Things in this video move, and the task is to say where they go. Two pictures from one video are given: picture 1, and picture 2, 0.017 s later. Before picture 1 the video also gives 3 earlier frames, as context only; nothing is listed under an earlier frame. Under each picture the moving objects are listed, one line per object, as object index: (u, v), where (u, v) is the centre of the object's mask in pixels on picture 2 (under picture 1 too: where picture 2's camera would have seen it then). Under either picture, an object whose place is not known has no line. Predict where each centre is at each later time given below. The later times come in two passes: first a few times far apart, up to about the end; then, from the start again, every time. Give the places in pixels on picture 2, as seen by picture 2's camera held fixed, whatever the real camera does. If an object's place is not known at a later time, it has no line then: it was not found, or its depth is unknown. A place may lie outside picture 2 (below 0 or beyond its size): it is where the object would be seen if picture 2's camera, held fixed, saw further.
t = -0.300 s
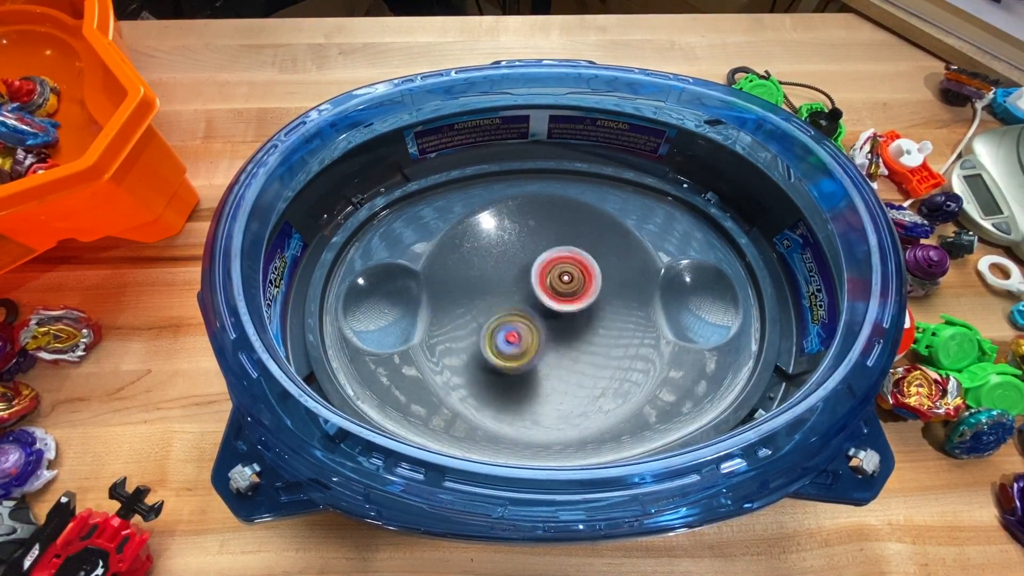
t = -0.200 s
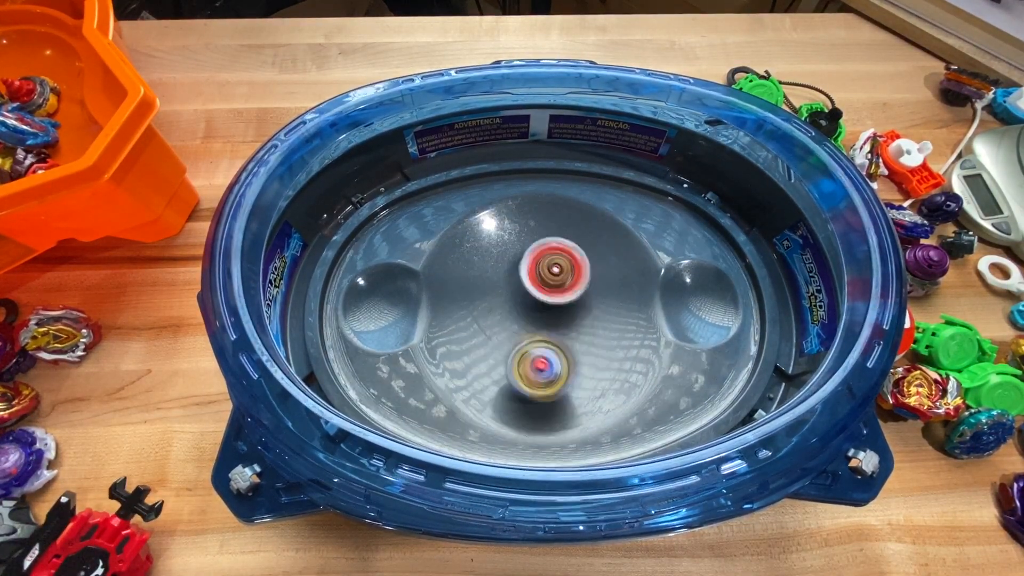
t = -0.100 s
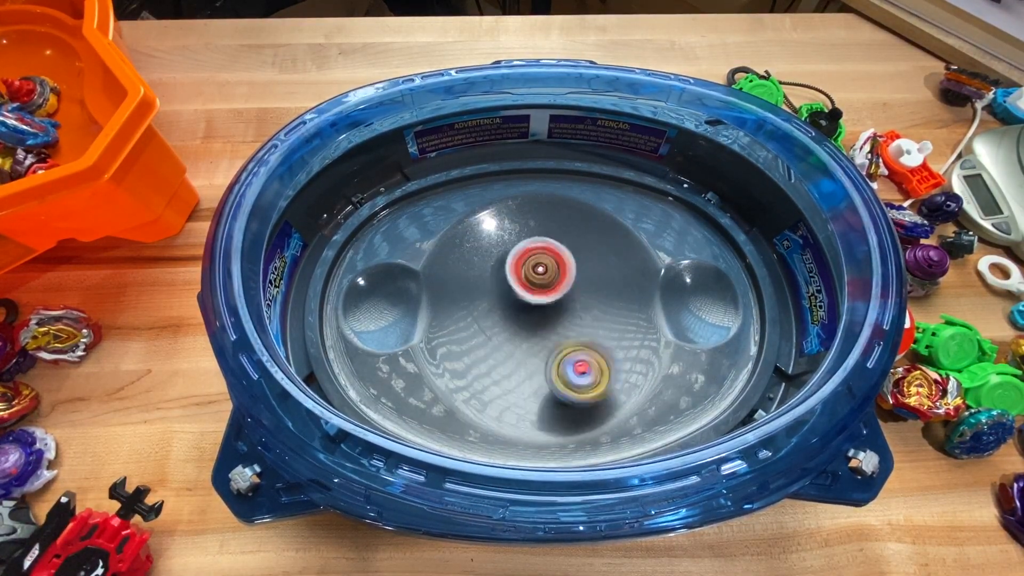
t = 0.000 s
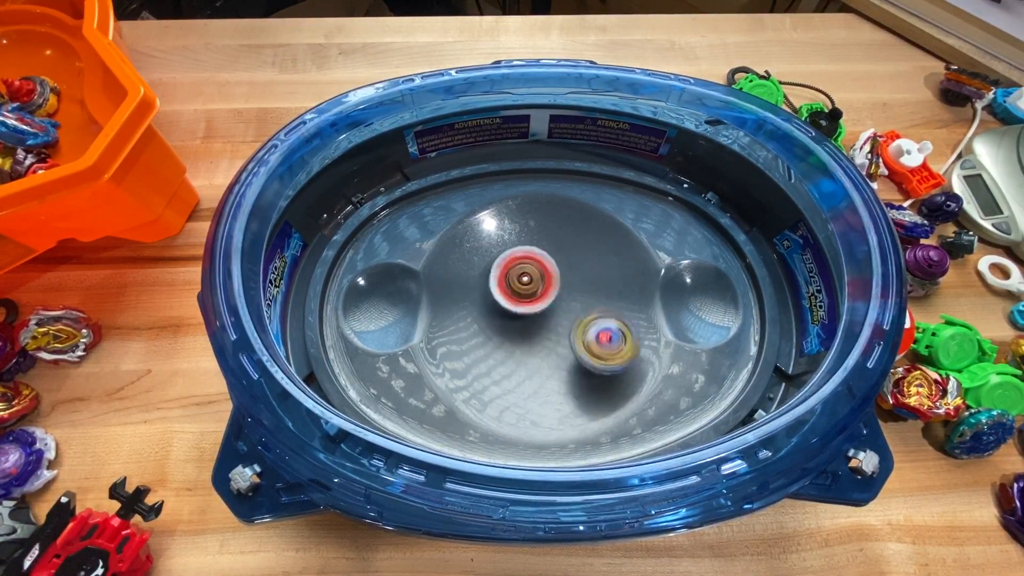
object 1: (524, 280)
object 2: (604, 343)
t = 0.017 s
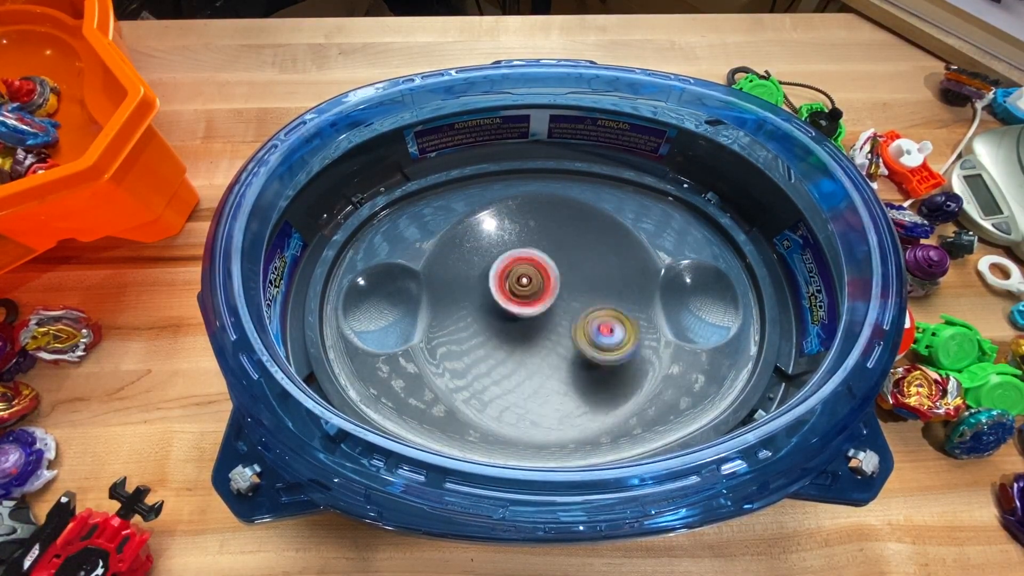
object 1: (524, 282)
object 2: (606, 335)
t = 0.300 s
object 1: (509, 322)
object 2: (553, 246)
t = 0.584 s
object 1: (571, 341)
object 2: (483, 288)
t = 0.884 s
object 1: (688, 313)
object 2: (497, 298)
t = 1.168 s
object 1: (692, 284)
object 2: (510, 262)
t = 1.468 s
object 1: (703, 283)
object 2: (577, 273)
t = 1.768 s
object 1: (720, 302)
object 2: (574, 302)
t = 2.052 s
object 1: (689, 305)
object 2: (564, 347)
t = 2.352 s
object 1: (694, 274)
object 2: (525, 301)
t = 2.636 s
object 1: (718, 306)
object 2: (509, 298)
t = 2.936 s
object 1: (680, 295)
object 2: (569, 276)
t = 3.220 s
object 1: (632, 281)
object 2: (553, 289)
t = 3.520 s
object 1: (536, 365)
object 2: (505, 305)
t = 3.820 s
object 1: (537, 327)
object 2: (537, 262)
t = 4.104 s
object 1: (523, 307)
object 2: (580, 300)
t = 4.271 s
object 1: (512, 288)
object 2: (568, 340)
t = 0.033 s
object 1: (523, 286)
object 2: (605, 327)
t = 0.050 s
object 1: (521, 287)
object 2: (603, 320)
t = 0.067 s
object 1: (521, 291)
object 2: (600, 314)
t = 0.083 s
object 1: (520, 294)
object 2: (597, 308)
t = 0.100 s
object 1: (521, 297)
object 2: (595, 300)
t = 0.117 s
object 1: (518, 299)
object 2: (594, 296)
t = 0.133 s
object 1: (515, 301)
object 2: (590, 289)
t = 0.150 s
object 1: (511, 304)
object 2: (591, 283)
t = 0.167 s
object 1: (508, 306)
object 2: (589, 279)
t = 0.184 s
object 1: (508, 309)
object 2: (586, 273)
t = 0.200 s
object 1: (505, 311)
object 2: (583, 268)
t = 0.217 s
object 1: (505, 312)
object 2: (579, 263)
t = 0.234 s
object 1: (505, 315)
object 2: (575, 259)
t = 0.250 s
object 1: (505, 317)
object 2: (569, 255)
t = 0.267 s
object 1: (507, 319)
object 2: (564, 251)
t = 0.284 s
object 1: (507, 321)
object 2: (559, 249)
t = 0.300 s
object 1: (509, 322)
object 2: (553, 246)
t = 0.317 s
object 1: (511, 325)
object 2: (547, 245)
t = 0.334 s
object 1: (513, 326)
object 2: (539, 246)
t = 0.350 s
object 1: (516, 328)
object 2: (534, 246)
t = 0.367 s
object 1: (517, 330)
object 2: (529, 248)
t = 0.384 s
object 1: (521, 329)
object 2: (523, 248)
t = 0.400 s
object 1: (524, 331)
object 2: (517, 251)
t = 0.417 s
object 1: (527, 331)
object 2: (511, 256)
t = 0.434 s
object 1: (531, 330)
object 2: (507, 261)
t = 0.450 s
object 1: (534, 330)
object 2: (504, 267)
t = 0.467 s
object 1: (538, 329)
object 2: (500, 270)
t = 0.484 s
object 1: (542, 331)
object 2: (497, 272)
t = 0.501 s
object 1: (547, 334)
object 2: (494, 274)
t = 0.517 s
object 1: (554, 336)
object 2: (491, 275)
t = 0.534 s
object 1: (559, 339)
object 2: (488, 278)
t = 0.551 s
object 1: (563, 340)
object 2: (484, 281)
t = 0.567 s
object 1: (569, 341)
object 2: (483, 284)
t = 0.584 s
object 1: (571, 341)
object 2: (483, 288)
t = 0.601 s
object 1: (575, 339)
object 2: (482, 291)
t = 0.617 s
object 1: (578, 339)
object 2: (482, 296)
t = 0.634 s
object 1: (579, 337)
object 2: (485, 302)
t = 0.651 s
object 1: (582, 335)
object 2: (488, 305)
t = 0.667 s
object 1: (584, 334)
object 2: (492, 309)
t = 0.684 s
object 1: (585, 330)
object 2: (496, 313)
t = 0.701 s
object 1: (587, 328)
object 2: (503, 315)
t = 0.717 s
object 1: (587, 326)
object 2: (509, 318)
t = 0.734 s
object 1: (589, 323)
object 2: (514, 318)
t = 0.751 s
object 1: (602, 324)
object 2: (512, 317)
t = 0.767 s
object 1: (617, 322)
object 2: (509, 315)
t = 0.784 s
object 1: (632, 322)
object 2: (504, 312)
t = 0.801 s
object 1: (644, 320)
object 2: (502, 309)
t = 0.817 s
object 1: (655, 318)
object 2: (501, 310)
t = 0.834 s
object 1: (665, 317)
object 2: (499, 305)
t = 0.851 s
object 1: (673, 316)
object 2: (497, 302)
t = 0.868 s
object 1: (680, 315)
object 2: (496, 302)
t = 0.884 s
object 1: (688, 313)
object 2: (497, 298)
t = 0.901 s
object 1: (696, 310)
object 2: (495, 294)
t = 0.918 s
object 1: (702, 308)
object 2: (495, 293)
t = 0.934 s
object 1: (709, 303)
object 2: (496, 289)
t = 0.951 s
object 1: (715, 299)
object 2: (495, 286)
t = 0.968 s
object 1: (719, 294)
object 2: (496, 284)
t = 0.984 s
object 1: (723, 290)
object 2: (498, 280)
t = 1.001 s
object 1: (725, 288)
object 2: (498, 277)
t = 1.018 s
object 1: (725, 285)
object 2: (497, 276)
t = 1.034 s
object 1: (723, 283)
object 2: (500, 273)
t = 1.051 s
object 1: (721, 282)
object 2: (501, 269)
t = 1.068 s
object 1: (717, 281)
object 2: (501, 268)
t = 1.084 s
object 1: (713, 280)
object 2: (504, 267)
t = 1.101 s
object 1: (709, 281)
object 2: (505, 265)
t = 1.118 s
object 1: (704, 281)
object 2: (506, 264)
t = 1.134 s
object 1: (700, 282)
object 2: (509, 262)
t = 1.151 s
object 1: (696, 283)
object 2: (510, 261)
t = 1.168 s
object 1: (692, 284)
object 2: (510, 262)
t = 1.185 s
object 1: (689, 285)
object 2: (515, 262)
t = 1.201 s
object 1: (687, 286)
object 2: (516, 262)
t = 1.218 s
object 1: (684, 287)
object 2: (518, 262)
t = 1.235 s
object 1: (683, 287)
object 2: (522, 263)
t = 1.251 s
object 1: (682, 287)
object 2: (524, 263)
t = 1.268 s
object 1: (681, 288)
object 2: (527, 265)
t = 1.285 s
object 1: (681, 288)
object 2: (532, 264)
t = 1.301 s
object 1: (683, 288)
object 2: (536, 266)
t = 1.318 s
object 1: (683, 288)
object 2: (540, 267)
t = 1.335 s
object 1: (684, 288)
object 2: (545, 267)
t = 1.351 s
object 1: (687, 288)
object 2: (548, 269)
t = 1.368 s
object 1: (688, 288)
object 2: (553, 270)
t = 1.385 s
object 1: (690, 287)
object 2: (559, 270)
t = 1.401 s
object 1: (693, 287)
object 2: (561, 272)
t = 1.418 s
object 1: (695, 286)
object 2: (566, 273)
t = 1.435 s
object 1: (697, 285)
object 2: (570, 272)
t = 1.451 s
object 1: (700, 285)
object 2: (572, 273)
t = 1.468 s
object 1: (703, 283)
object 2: (577, 273)
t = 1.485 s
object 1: (706, 282)
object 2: (580, 273)
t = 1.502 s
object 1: (709, 282)
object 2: (581, 274)
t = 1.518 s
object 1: (713, 281)
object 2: (585, 274)
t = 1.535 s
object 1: (716, 280)
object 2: (586, 274)
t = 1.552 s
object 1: (718, 280)
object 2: (587, 275)
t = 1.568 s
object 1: (721, 281)
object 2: (589, 275)
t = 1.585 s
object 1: (723, 280)
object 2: (588, 277)
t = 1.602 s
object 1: (724, 281)
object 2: (588, 278)
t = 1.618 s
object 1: (726, 283)
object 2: (589, 280)
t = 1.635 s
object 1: (726, 284)
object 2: (586, 281)
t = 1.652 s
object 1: (727, 287)
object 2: (587, 282)
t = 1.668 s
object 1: (727, 288)
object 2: (586, 285)
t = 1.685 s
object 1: (727, 291)
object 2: (582, 287)
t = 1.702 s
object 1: (727, 293)
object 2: (582, 289)
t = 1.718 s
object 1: (726, 295)
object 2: (581, 292)
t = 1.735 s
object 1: (723, 299)
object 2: (578, 295)
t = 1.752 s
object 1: (722, 301)
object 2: (575, 298)
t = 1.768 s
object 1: (720, 302)
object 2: (574, 302)
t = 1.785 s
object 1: (716, 306)
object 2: (571, 307)
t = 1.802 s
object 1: (715, 306)
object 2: (569, 310)
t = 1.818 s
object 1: (712, 308)
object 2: (567, 314)
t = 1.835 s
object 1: (708, 311)
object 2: (565, 318)
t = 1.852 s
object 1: (705, 311)
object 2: (565, 321)
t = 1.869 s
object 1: (703, 311)
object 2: (564, 325)
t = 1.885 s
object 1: (702, 312)
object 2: (562, 329)
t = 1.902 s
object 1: (699, 315)
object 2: (563, 332)
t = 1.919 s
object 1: (697, 313)
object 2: (562, 336)
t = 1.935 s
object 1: (697, 312)
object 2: (562, 339)
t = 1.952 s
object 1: (695, 314)
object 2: (562, 342)
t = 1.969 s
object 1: (692, 313)
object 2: (562, 345)
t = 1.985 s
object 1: (692, 311)
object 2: (564, 346)
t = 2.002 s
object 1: (692, 310)
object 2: (563, 348)
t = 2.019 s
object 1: (690, 310)
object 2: (564, 349)
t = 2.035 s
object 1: (688, 307)
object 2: (564, 347)
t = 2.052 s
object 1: (689, 305)
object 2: (564, 347)
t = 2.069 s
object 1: (688, 304)
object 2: (565, 346)
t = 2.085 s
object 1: (687, 302)
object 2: (563, 344)
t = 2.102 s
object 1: (687, 298)
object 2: (563, 344)
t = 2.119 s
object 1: (687, 296)
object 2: (562, 341)
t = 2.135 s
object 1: (686, 294)
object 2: (561, 340)
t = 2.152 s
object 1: (685, 291)
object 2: (561, 337)
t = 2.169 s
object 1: (686, 289)
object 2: (557, 334)
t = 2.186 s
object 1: (687, 286)
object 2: (556, 332)
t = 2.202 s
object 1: (686, 284)
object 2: (554, 328)
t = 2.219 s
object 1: (686, 282)
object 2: (550, 325)
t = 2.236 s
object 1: (687, 280)
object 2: (548, 320)
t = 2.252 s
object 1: (689, 278)
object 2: (544, 317)
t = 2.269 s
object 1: (689, 277)
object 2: (541, 316)
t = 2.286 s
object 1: (689, 276)
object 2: (538, 311)
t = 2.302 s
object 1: (691, 276)
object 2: (533, 309)
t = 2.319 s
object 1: (693, 275)
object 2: (531, 306)
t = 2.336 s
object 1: (694, 274)
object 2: (526, 301)
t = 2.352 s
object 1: (694, 274)
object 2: (525, 301)
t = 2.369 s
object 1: (697, 274)
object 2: (521, 298)
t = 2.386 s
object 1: (700, 274)
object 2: (515, 296)
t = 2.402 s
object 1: (701, 275)
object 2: (514, 295)
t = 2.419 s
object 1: (703, 275)
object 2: (509, 293)
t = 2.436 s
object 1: (706, 276)
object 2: (507, 294)
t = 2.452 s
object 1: (708, 278)
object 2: (504, 292)
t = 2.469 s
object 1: (710, 280)
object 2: (502, 293)
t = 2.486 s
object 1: (712, 281)
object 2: (502, 291)
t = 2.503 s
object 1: (714, 284)
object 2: (499, 292)
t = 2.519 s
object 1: (716, 285)
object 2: (500, 292)
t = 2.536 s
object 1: (716, 288)
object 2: (499, 293)
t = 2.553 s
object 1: (716, 292)
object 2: (500, 295)
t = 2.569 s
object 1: (717, 295)
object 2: (502, 295)
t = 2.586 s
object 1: (718, 298)
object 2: (502, 296)
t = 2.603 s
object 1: (718, 299)
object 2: (504, 296)
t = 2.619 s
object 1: (718, 302)
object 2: (505, 297)
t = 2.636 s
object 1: (718, 306)
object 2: (509, 298)
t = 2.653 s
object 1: (716, 307)
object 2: (511, 297)
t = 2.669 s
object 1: (715, 307)
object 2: (515, 300)
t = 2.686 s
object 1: (716, 308)
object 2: (519, 298)
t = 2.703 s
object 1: (714, 310)
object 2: (522, 300)
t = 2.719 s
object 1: (710, 312)
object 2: (528, 299)
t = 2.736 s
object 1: (709, 311)
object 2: (528, 298)
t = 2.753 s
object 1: (708, 311)
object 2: (535, 297)
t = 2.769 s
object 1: (706, 311)
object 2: (538, 295)
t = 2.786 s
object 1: (703, 312)
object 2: (542, 296)
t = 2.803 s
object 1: (700, 311)
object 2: (546, 292)
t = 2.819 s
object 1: (699, 309)
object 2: (549, 291)
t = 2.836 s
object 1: (697, 309)
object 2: (554, 288)
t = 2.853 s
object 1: (693, 307)
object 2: (555, 286)
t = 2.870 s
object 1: (688, 305)
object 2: (561, 283)
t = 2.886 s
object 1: (687, 303)
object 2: (562, 282)
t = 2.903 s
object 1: (685, 299)
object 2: (565, 280)
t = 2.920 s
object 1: (682, 298)
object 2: (567, 277)
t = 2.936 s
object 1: (680, 295)
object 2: (569, 276)
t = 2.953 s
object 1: (677, 292)
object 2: (571, 274)
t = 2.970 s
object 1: (676, 289)
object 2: (571, 271)
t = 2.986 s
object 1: (677, 286)
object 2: (572, 270)
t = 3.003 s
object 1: (676, 284)
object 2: (572, 268)
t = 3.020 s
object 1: (675, 281)
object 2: (570, 268)
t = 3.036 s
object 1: (675, 278)
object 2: (570, 266)
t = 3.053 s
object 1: (674, 276)
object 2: (569, 268)
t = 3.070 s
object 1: (672, 273)
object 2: (567, 268)
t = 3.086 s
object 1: (669, 271)
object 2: (566, 268)
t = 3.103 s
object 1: (665, 270)
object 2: (564, 271)
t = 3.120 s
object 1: (663, 270)
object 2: (562, 270)
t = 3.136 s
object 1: (658, 271)
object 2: (561, 275)
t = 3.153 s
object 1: (655, 272)
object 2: (559, 276)
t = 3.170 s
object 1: (649, 274)
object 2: (557, 279)
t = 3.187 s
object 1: (644, 276)
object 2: (557, 282)
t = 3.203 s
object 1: (638, 278)
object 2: (554, 286)
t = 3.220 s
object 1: (632, 281)
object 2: (553, 289)
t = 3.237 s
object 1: (624, 285)
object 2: (551, 293)
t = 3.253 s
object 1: (616, 288)
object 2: (552, 297)
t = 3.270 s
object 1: (609, 293)
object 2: (548, 297)
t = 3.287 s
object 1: (606, 300)
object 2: (544, 300)
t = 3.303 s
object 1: (601, 307)
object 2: (537, 302)
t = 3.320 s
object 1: (597, 313)
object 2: (533, 304)
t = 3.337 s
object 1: (591, 321)
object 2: (527, 304)
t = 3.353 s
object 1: (584, 328)
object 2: (523, 306)
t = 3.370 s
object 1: (577, 336)
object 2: (519, 306)
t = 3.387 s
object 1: (573, 342)
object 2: (516, 308)
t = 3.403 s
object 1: (568, 348)
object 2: (513, 308)
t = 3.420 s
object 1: (563, 354)
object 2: (510, 309)
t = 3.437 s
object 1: (559, 358)
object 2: (509, 308)
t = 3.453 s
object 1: (554, 362)
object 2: (507, 309)
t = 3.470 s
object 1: (550, 364)
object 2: (506, 307)
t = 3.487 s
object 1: (545, 365)
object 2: (505, 308)
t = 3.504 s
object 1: (541, 365)
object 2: (504, 306)
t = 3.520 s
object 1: (536, 365)
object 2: (505, 305)
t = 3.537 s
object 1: (533, 364)
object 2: (503, 303)
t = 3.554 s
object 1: (530, 363)
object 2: (503, 301)
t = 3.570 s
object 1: (529, 365)
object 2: (502, 294)
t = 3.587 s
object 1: (528, 367)
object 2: (502, 290)
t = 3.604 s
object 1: (527, 368)
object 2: (501, 285)
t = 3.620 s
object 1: (527, 368)
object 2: (503, 280)
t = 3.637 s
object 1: (527, 367)
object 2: (504, 277)
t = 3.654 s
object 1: (528, 366)
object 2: (507, 273)
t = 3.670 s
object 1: (529, 364)
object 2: (509, 271)
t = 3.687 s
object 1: (530, 361)
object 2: (511, 268)
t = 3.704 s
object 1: (531, 357)
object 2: (514, 268)
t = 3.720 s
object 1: (532, 353)
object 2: (515, 266)
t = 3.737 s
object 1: (533, 349)
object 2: (519, 265)
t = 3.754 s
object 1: (533, 345)
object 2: (522, 265)
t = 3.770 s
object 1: (534, 340)
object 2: (526, 263)
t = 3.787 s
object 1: (535, 335)
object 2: (528, 264)
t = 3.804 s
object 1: (537, 330)
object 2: (533, 263)
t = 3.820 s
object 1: (537, 327)
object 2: (537, 262)
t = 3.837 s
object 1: (535, 326)
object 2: (542, 261)
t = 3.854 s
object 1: (533, 325)
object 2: (547, 259)
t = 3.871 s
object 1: (532, 326)
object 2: (553, 258)
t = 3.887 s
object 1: (531, 325)
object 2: (557, 258)
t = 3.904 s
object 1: (529, 324)
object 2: (562, 257)
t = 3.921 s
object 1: (527, 323)
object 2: (565, 259)
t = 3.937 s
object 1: (526, 322)
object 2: (570, 261)
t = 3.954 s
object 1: (526, 321)
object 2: (573, 264)
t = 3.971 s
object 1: (526, 321)
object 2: (575, 268)
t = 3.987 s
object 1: (526, 320)
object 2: (577, 270)
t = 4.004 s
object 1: (526, 319)
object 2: (578, 274)
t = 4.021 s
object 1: (526, 318)
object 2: (578, 277)
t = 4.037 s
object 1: (526, 316)
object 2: (579, 281)
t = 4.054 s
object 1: (526, 315)
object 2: (579, 286)
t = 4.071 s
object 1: (527, 312)
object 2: (579, 289)
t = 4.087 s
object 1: (526, 310)
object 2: (580, 295)
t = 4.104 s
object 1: (523, 307)
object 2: (580, 300)
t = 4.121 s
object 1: (519, 305)
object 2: (582, 306)
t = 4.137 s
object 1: (516, 302)
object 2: (583, 312)
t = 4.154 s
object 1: (514, 300)
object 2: (583, 315)
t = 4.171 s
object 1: (513, 297)
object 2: (584, 320)
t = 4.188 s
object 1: (511, 295)
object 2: (581, 325)
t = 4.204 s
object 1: (511, 293)
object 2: (579, 329)
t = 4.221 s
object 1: (511, 292)
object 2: (578, 333)
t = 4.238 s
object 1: (511, 290)
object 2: (573, 338)
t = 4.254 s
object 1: (512, 289)
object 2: (570, 341)
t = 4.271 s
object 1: (512, 288)
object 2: (568, 340)
